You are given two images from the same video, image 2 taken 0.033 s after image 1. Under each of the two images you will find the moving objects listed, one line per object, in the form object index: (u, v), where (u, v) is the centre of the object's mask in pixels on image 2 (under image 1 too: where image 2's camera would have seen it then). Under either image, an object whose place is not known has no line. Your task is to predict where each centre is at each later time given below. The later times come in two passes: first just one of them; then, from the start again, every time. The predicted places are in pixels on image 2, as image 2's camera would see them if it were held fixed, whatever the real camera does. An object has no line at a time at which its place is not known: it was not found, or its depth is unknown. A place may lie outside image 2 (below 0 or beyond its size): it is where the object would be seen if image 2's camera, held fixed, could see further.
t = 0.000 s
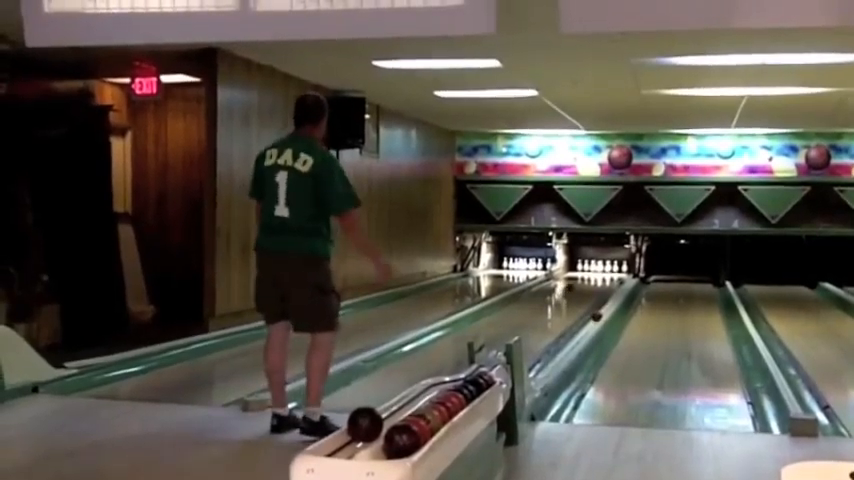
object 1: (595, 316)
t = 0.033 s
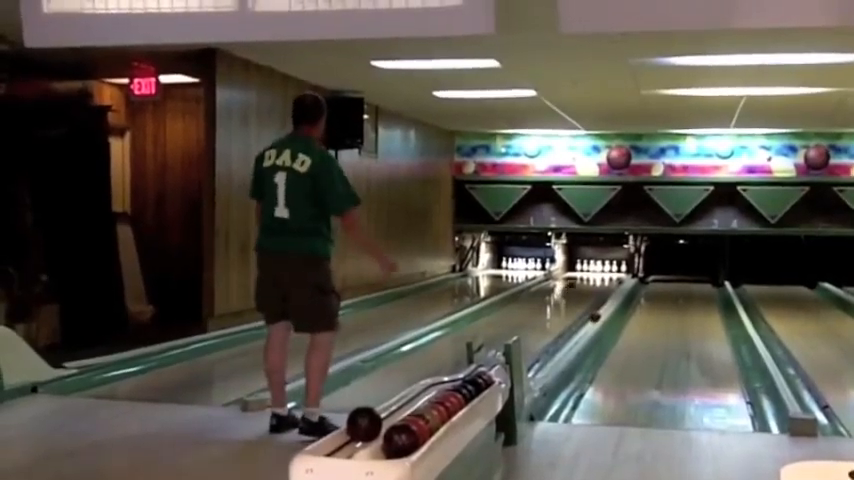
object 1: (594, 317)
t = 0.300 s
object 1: (589, 322)
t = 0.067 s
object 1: (593, 317)
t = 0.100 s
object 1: (593, 318)
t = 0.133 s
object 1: (592, 318)
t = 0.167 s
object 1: (592, 319)
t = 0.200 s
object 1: (591, 320)
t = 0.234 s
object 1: (591, 321)
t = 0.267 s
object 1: (590, 322)
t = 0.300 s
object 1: (589, 322)
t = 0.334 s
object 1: (588, 323)
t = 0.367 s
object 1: (587, 324)
